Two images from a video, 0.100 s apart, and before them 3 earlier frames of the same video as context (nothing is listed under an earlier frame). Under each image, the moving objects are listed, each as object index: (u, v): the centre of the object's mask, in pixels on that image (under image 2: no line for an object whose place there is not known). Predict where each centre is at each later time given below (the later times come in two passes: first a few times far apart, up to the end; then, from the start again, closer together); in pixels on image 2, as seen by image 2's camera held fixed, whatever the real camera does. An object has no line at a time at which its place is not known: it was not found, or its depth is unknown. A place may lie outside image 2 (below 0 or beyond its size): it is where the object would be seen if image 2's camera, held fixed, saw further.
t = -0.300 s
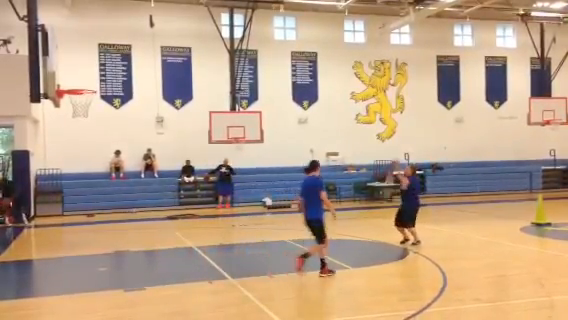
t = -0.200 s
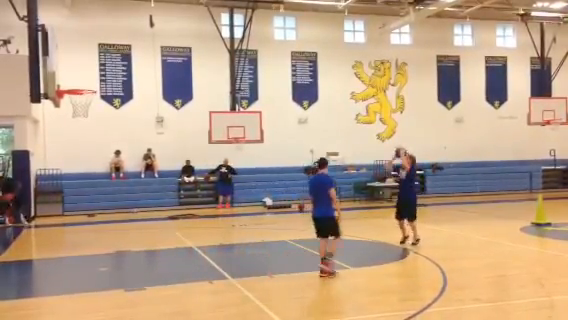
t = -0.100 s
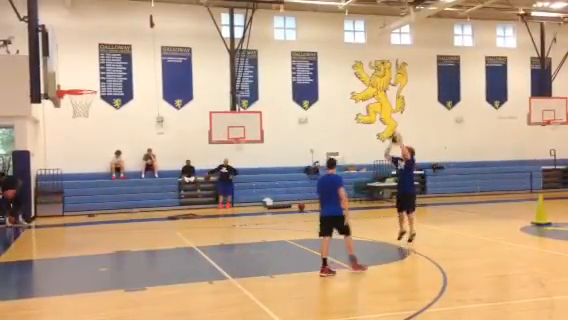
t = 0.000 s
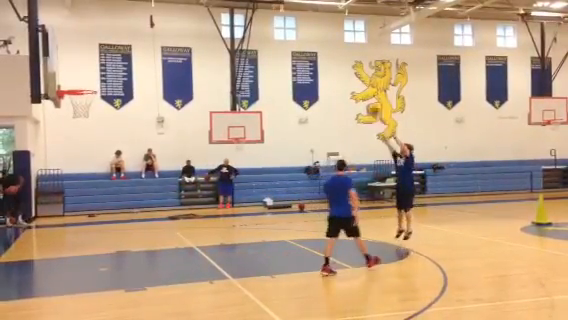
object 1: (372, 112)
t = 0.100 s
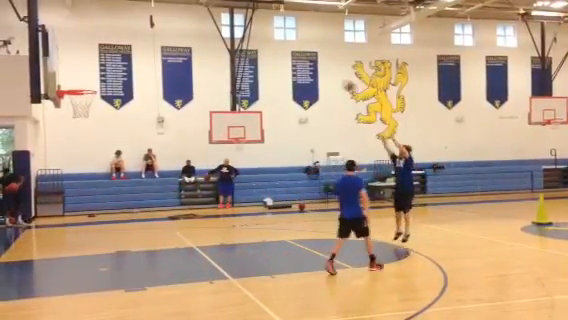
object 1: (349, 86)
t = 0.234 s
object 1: (317, 60)
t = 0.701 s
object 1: (185, 33)
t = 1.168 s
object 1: (83, 115)
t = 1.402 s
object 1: (102, 160)
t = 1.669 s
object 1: (123, 242)
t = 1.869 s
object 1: (140, 210)
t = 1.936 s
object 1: (146, 197)
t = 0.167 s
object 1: (332, 72)
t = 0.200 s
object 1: (325, 66)
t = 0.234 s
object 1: (317, 60)
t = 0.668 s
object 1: (195, 31)
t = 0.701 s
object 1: (185, 33)
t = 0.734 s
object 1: (175, 35)
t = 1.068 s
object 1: (76, 94)
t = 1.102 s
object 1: (77, 104)
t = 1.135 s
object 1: (80, 111)
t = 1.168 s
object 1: (83, 115)
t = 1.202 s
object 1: (86, 120)
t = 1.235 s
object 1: (89, 125)
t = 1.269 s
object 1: (92, 131)
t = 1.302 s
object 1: (94, 137)
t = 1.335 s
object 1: (97, 145)
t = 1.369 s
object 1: (100, 152)
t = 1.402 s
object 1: (102, 160)
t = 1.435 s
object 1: (105, 168)
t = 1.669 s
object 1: (123, 242)
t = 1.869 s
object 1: (140, 210)
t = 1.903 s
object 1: (143, 202)
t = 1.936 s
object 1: (146, 197)
